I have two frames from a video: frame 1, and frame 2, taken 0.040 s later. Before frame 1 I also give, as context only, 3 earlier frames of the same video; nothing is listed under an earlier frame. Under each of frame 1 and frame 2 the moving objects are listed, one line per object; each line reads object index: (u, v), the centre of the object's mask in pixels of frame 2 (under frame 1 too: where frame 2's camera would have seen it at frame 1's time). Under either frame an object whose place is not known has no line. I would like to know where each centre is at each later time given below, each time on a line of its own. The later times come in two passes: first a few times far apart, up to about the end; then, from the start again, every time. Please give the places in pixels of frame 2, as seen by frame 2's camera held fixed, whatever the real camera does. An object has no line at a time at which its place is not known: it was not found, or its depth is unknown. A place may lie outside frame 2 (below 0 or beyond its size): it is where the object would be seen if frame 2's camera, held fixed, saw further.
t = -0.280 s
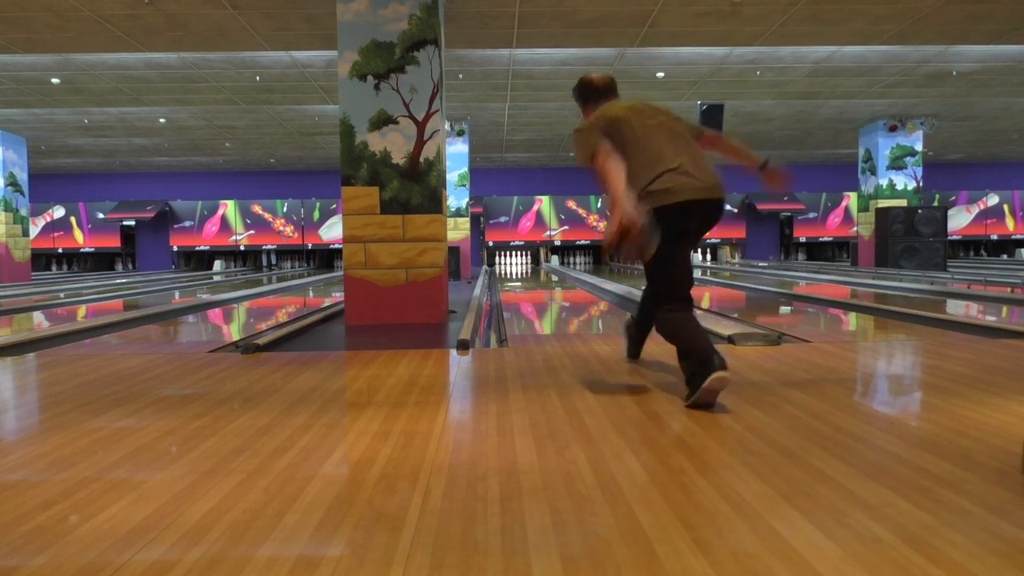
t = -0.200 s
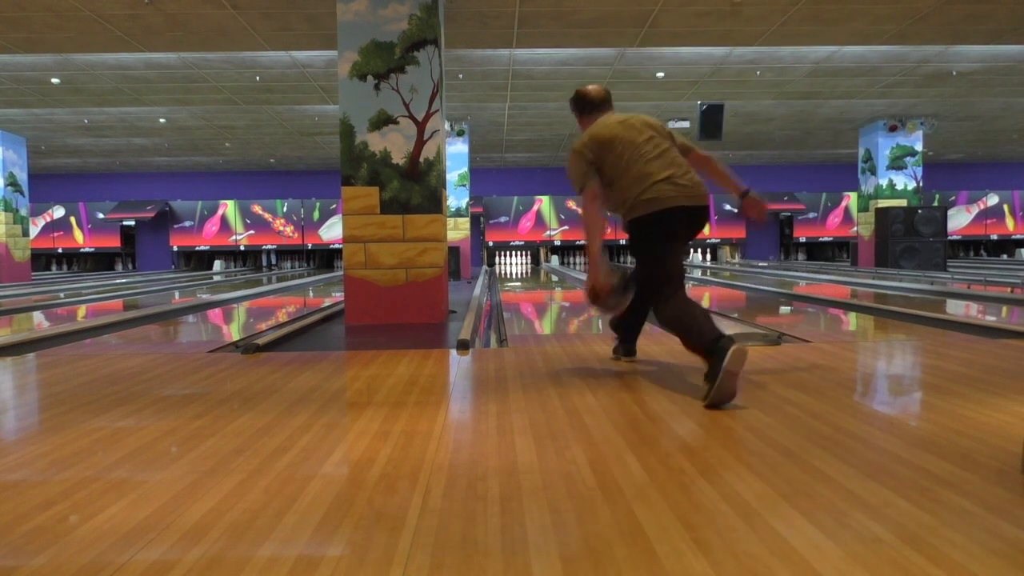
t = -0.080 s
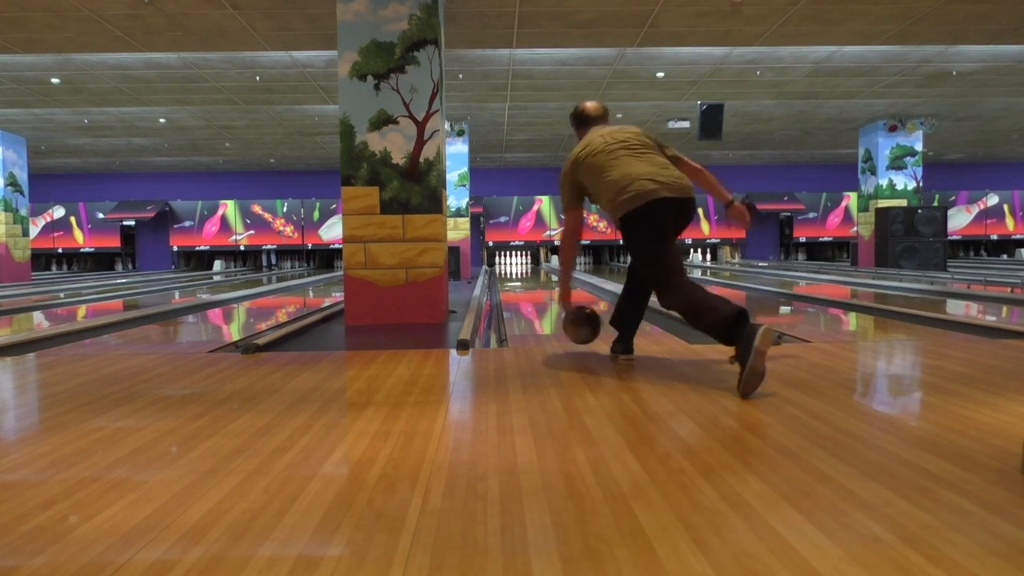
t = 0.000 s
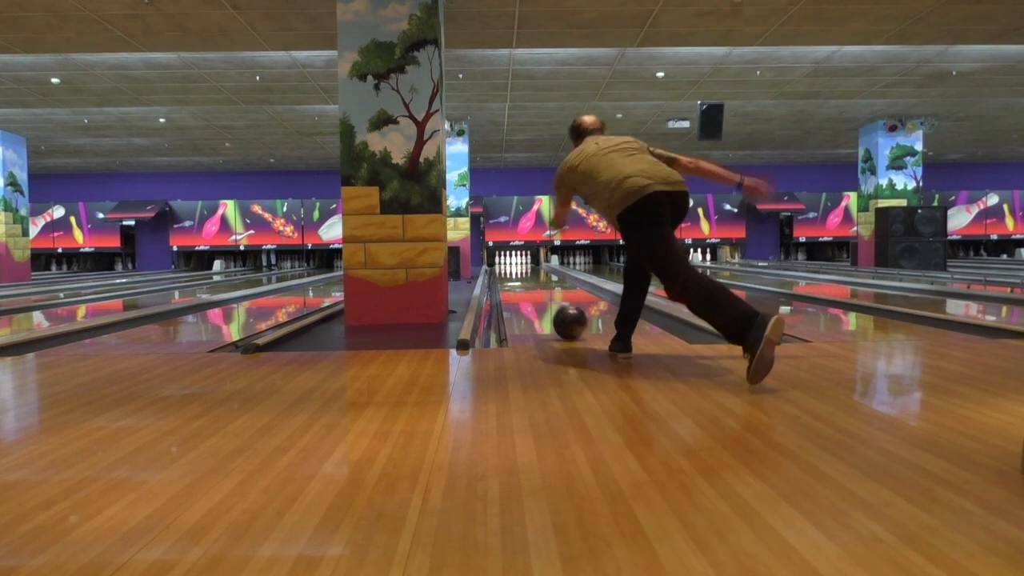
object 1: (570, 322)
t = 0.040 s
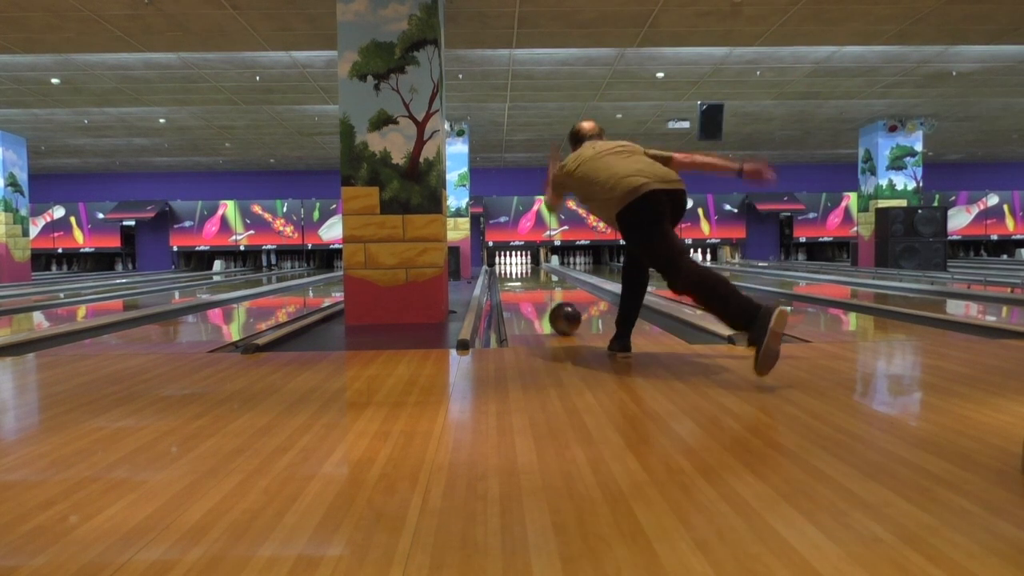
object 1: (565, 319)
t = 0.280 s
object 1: (544, 300)
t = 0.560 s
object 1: (531, 288)
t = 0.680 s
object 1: (527, 284)
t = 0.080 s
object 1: (561, 314)
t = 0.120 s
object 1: (557, 311)
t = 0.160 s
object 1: (553, 308)
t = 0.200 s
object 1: (550, 305)
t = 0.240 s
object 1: (547, 302)
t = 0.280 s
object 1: (544, 300)
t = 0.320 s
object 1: (542, 298)
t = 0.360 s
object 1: (540, 296)
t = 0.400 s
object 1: (538, 294)
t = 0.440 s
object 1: (536, 292)
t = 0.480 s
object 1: (534, 291)
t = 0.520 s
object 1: (533, 290)
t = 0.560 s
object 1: (531, 288)
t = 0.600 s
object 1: (530, 286)
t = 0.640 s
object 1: (529, 285)
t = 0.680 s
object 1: (527, 284)
